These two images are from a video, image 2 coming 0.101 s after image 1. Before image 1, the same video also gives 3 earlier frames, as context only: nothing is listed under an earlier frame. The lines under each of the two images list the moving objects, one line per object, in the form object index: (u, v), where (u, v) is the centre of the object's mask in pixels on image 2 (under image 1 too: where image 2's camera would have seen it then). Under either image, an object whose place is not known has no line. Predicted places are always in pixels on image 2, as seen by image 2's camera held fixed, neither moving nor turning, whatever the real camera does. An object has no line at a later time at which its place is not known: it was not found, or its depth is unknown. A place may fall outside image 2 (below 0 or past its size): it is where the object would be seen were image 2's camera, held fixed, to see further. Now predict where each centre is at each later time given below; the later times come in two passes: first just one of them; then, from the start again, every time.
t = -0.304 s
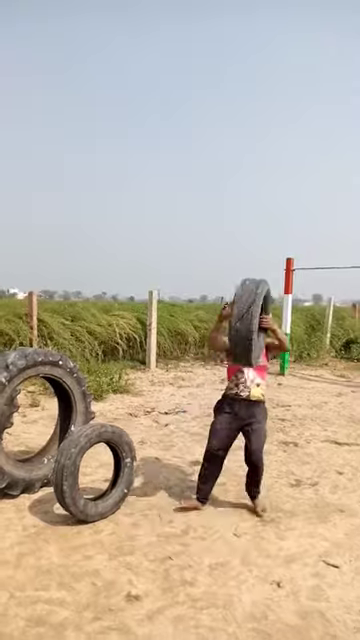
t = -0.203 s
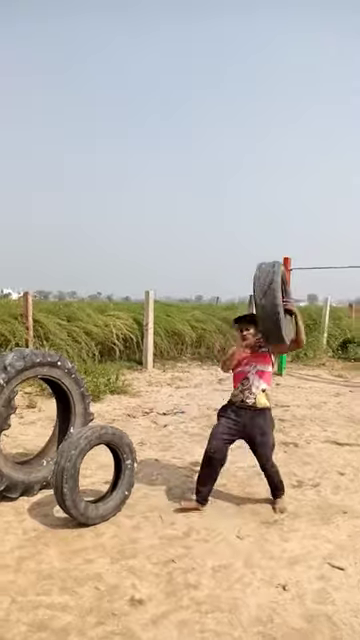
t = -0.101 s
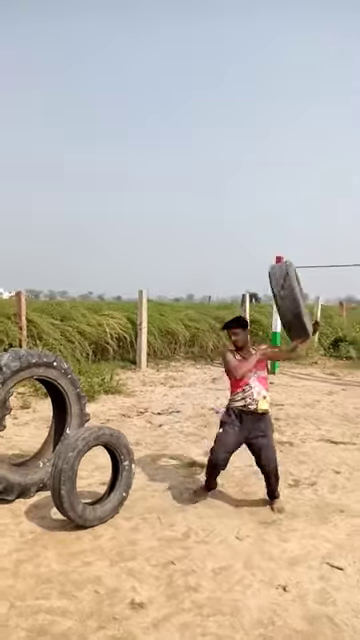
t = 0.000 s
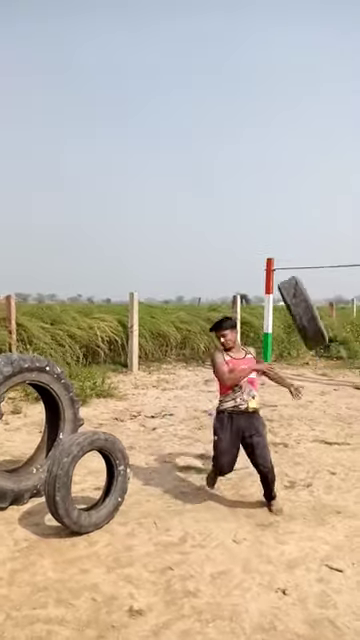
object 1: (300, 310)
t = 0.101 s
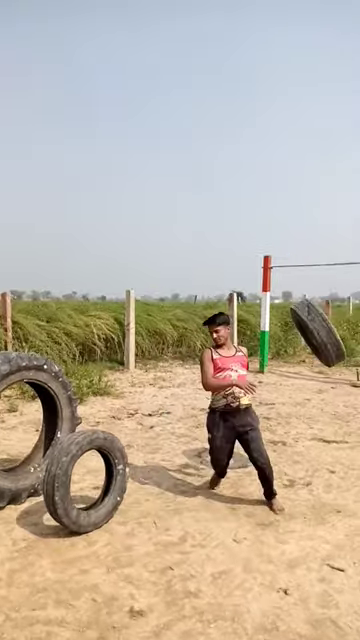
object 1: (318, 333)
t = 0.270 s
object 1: (338, 387)
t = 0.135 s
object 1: (324, 343)
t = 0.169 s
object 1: (328, 352)
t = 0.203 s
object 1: (331, 363)
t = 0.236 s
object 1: (336, 375)
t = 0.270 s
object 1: (338, 387)
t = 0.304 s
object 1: (341, 400)
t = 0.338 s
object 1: (343, 413)
